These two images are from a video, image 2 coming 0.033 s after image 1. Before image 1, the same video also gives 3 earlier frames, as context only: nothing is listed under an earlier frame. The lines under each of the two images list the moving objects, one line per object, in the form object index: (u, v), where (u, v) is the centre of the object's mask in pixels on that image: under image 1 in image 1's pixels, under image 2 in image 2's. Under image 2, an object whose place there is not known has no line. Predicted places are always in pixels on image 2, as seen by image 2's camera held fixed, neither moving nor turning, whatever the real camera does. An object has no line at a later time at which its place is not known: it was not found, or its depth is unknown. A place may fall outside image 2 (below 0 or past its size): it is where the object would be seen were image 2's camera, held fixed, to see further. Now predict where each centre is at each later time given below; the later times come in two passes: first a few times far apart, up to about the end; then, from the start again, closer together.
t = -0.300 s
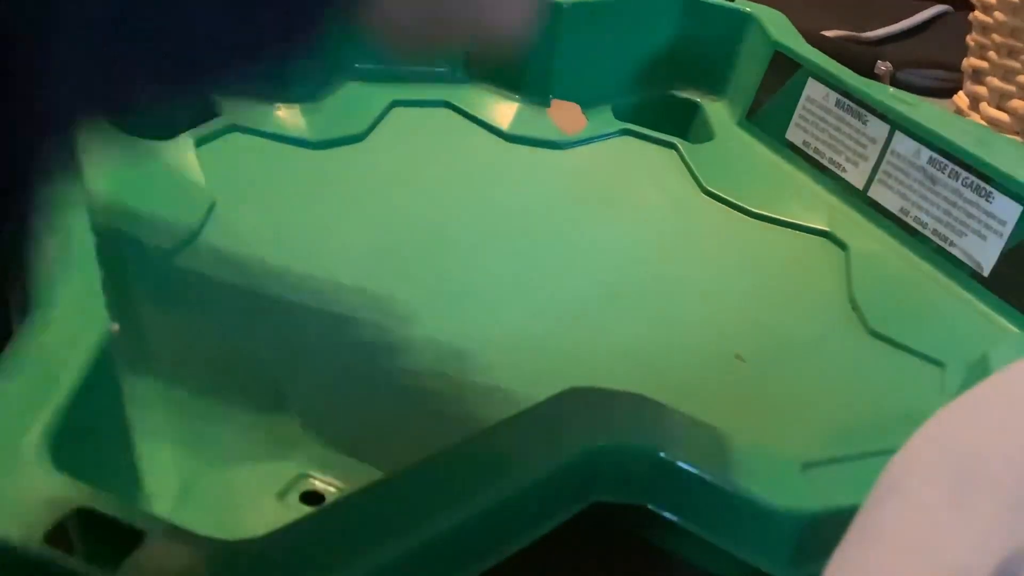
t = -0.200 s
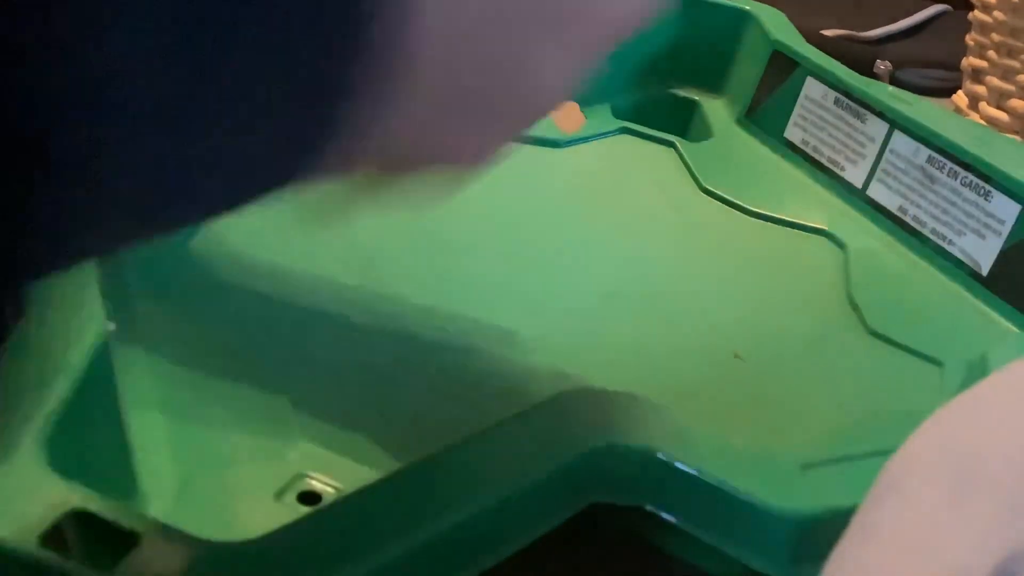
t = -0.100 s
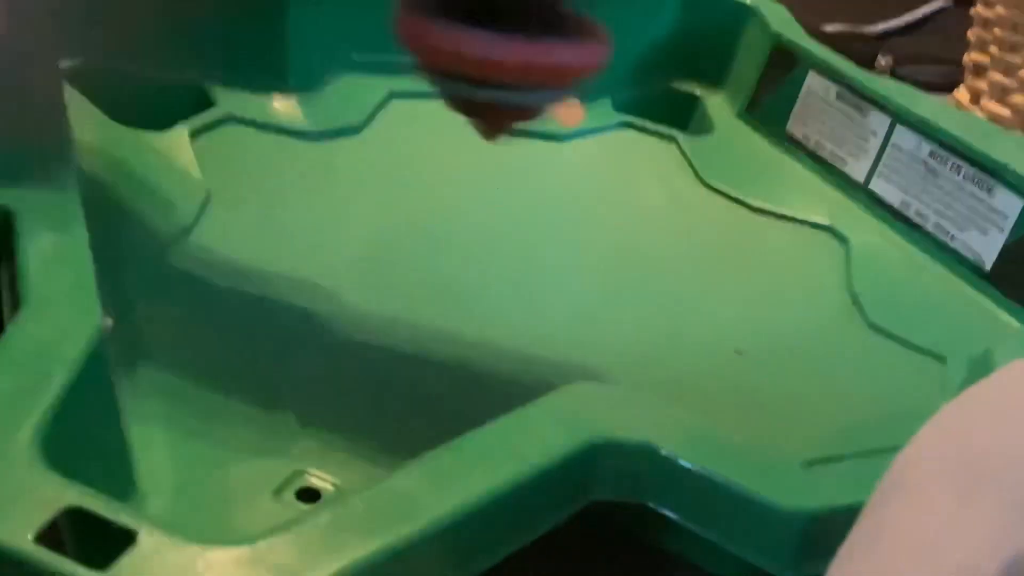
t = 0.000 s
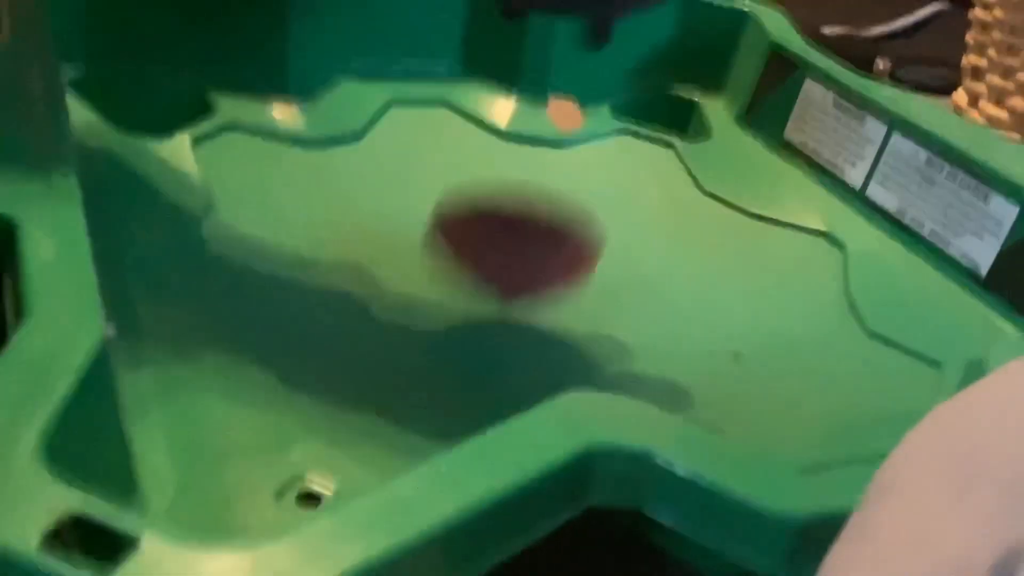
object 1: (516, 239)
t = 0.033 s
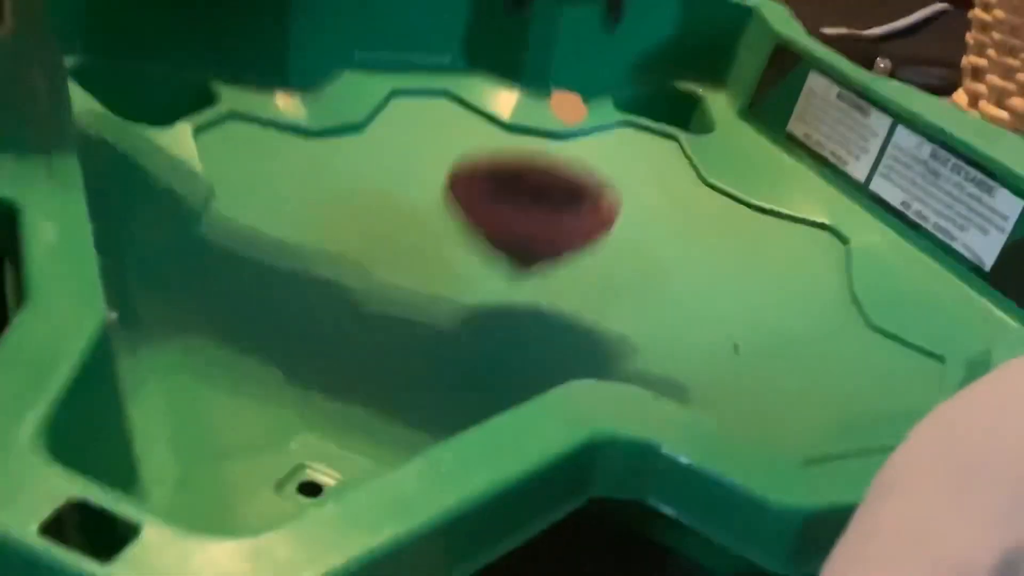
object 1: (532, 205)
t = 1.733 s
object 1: (321, 265)
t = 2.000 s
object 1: (486, 196)
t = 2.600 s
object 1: (604, 355)
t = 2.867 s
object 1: (394, 239)
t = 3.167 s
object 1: (594, 187)
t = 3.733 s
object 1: (479, 322)
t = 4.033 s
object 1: (372, 188)
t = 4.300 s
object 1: (591, 200)
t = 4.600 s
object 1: (624, 115)
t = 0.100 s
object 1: (547, 207)
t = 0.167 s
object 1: (566, 219)
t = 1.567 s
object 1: (487, 347)
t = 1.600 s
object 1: (444, 342)
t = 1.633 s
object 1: (400, 324)
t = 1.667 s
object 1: (363, 305)
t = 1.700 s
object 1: (336, 284)
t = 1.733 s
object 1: (321, 265)
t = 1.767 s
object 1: (317, 247)
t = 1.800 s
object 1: (324, 231)
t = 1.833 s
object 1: (338, 218)
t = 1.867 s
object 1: (360, 209)
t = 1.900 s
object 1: (387, 202)
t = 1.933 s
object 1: (417, 198)
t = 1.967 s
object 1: (451, 197)
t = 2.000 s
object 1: (486, 196)
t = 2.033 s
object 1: (522, 201)
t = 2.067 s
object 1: (558, 204)
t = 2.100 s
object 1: (593, 213)
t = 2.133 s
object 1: (628, 223)
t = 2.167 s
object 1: (659, 233)
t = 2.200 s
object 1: (689, 246)
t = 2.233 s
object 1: (717, 259)
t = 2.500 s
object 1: (735, 367)
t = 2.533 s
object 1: (702, 366)
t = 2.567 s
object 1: (660, 361)
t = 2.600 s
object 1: (604, 355)
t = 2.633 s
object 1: (547, 350)
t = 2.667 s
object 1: (503, 344)
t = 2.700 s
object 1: (466, 336)
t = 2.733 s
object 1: (431, 314)
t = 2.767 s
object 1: (408, 294)
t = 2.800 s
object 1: (396, 273)
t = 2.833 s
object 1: (391, 255)
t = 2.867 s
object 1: (394, 239)
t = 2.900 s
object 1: (404, 226)
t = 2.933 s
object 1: (417, 214)
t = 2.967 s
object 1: (435, 204)
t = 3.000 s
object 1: (458, 195)
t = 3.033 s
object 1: (481, 190)
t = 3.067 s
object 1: (508, 186)
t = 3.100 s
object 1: (535, 183)
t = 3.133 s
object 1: (564, 184)
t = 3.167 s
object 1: (594, 187)
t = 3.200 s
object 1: (625, 191)
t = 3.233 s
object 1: (654, 199)
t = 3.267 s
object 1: (681, 209)
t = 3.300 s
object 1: (709, 222)
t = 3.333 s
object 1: (733, 237)
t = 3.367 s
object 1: (750, 254)
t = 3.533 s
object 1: (722, 333)
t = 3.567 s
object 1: (691, 339)
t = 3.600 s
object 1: (654, 340)
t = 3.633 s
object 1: (611, 337)
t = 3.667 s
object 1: (562, 334)
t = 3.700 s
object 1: (520, 331)
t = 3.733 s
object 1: (479, 322)
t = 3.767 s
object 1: (441, 307)
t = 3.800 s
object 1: (411, 291)
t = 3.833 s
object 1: (386, 275)
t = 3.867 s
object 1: (367, 258)
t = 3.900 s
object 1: (355, 241)
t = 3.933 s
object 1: (350, 226)
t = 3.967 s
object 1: (351, 211)
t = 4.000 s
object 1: (359, 198)
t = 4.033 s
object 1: (372, 188)
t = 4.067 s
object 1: (389, 180)
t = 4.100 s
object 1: (412, 173)
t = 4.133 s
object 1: (439, 171)
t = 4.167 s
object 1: (468, 172)
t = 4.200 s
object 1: (499, 174)
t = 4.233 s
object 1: (530, 181)
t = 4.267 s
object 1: (561, 189)
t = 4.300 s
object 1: (591, 200)
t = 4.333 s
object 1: (617, 214)
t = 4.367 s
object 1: (660, 211)
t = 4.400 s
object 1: (717, 171)
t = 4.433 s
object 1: (772, 123)
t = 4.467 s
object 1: (764, 93)
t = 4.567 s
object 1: (655, 109)
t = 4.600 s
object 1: (624, 115)
